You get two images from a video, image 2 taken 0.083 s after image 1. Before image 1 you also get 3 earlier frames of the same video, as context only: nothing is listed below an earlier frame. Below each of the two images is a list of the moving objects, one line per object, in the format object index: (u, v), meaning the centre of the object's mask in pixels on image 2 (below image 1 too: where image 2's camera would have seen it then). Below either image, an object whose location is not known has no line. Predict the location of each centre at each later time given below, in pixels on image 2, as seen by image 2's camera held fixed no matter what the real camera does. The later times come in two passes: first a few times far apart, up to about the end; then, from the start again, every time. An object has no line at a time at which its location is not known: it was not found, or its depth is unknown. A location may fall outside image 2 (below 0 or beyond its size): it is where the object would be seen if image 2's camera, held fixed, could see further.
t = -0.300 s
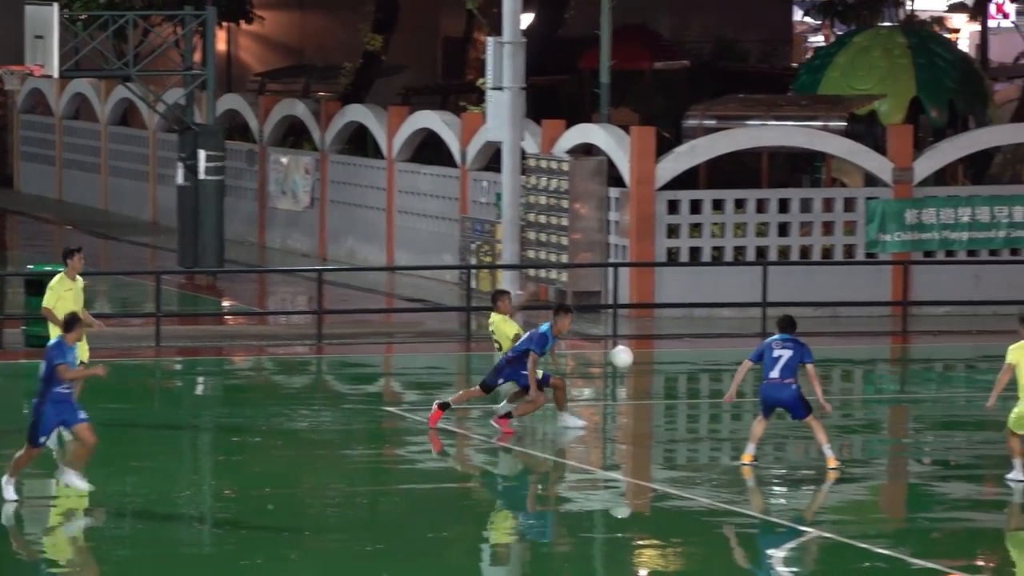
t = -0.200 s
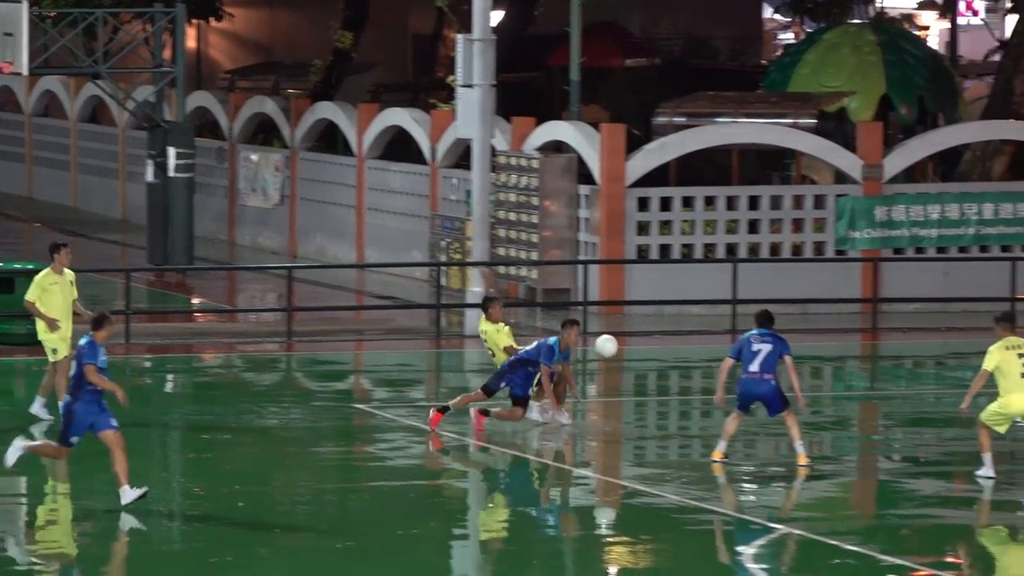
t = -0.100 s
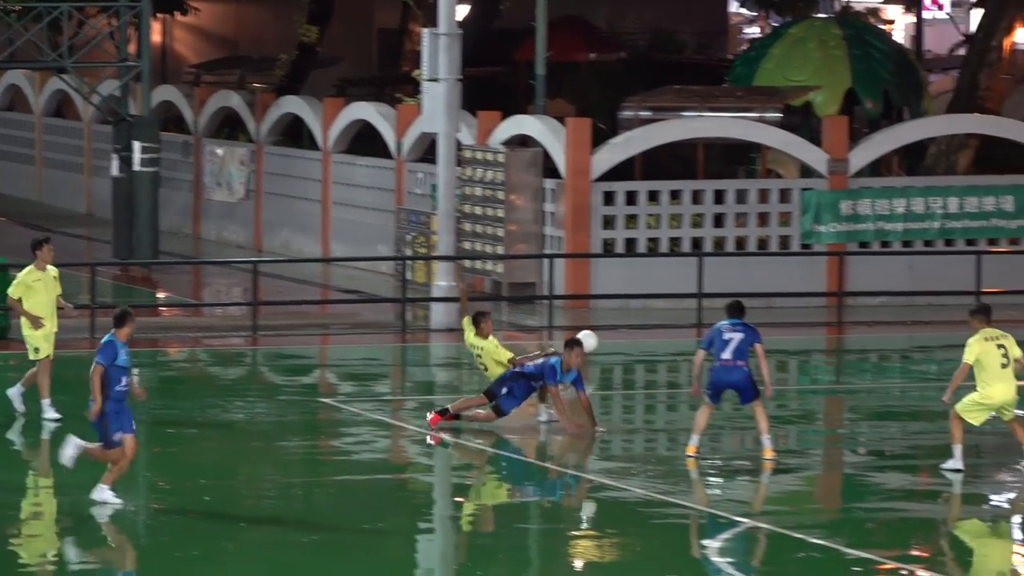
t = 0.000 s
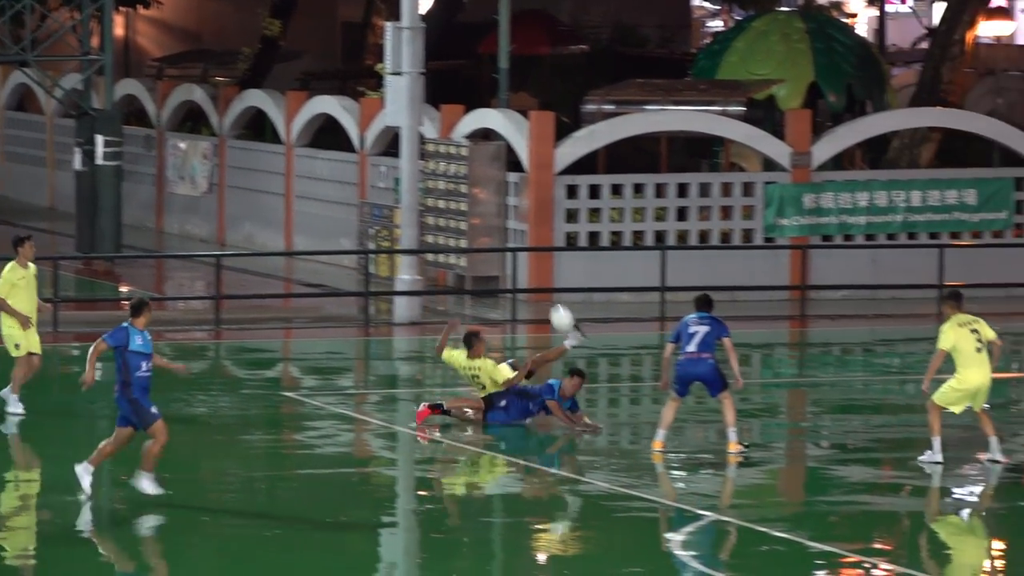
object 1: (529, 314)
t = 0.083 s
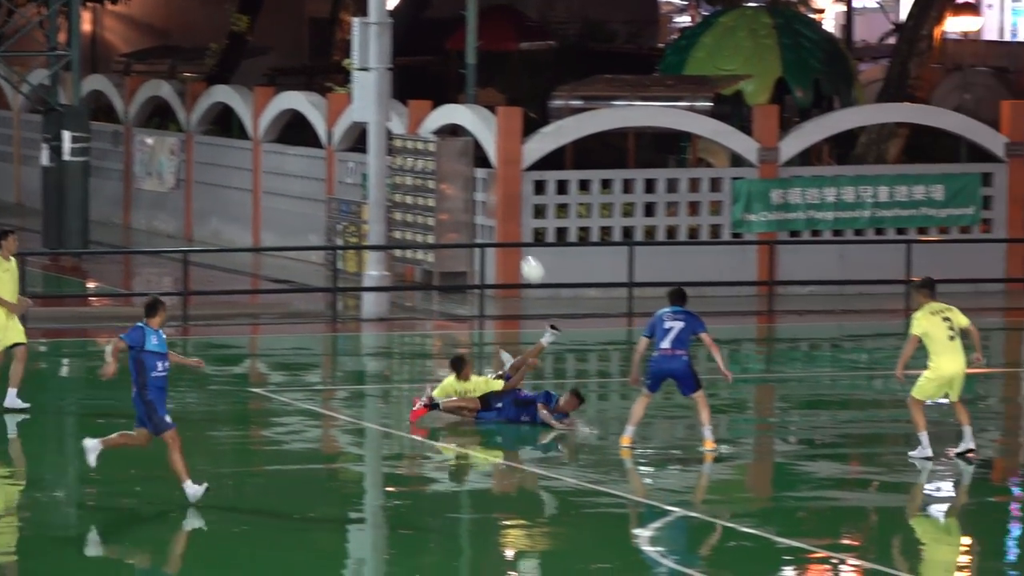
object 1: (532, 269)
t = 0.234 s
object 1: (535, 205)
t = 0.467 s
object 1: (540, 150)
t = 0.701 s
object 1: (546, 151)
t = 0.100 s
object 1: (532, 261)
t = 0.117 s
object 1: (533, 254)
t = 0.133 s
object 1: (534, 246)
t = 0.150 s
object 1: (534, 239)
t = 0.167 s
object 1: (534, 232)
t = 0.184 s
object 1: (534, 225)
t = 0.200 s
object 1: (535, 218)
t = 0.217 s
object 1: (535, 211)
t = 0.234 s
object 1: (535, 205)
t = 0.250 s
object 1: (536, 200)
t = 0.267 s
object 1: (536, 195)
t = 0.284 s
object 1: (536, 189)
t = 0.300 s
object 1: (537, 184)
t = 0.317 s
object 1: (537, 179)
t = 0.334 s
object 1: (537, 175)
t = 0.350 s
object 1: (538, 171)
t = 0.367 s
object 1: (538, 167)
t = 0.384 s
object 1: (539, 163)
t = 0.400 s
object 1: (539, 159)
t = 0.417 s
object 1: (539, 157)
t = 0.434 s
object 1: (540, 154)
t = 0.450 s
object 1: (540, 152)
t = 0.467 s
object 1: (540, 150)
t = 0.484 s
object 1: (541, 148)
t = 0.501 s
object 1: (541, 146)
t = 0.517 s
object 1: (541, 145)
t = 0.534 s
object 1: (542, 144)
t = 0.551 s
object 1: (542, 143)
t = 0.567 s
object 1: (543, 143)
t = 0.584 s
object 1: (543, 143)
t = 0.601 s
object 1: (544, 143)
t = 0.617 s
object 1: (544, 144)
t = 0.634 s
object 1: (544, 145)
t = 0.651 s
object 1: (545, 146)
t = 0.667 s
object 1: (545, 147)
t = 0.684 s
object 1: (546, 149)
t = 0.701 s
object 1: (546, 151)
